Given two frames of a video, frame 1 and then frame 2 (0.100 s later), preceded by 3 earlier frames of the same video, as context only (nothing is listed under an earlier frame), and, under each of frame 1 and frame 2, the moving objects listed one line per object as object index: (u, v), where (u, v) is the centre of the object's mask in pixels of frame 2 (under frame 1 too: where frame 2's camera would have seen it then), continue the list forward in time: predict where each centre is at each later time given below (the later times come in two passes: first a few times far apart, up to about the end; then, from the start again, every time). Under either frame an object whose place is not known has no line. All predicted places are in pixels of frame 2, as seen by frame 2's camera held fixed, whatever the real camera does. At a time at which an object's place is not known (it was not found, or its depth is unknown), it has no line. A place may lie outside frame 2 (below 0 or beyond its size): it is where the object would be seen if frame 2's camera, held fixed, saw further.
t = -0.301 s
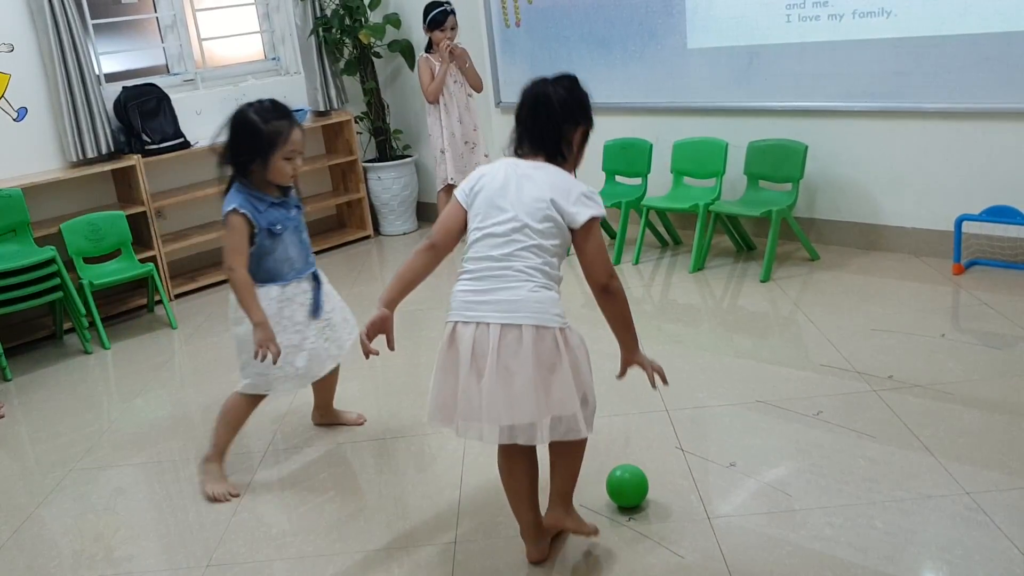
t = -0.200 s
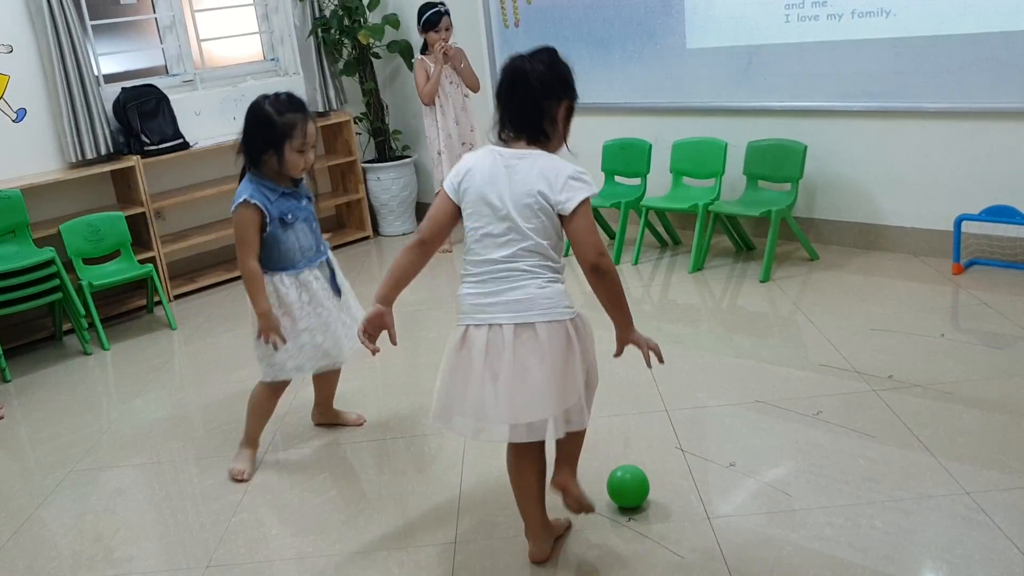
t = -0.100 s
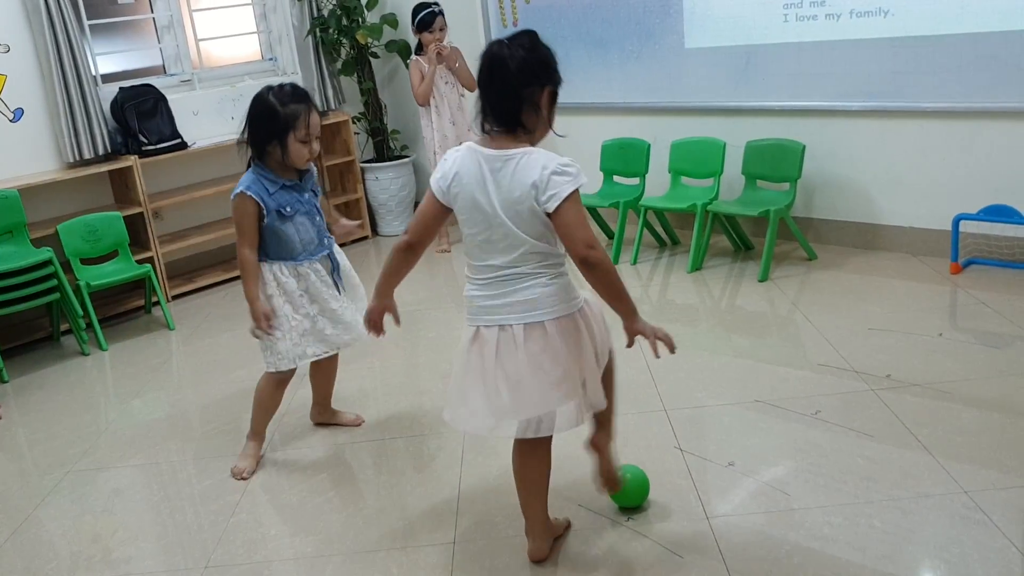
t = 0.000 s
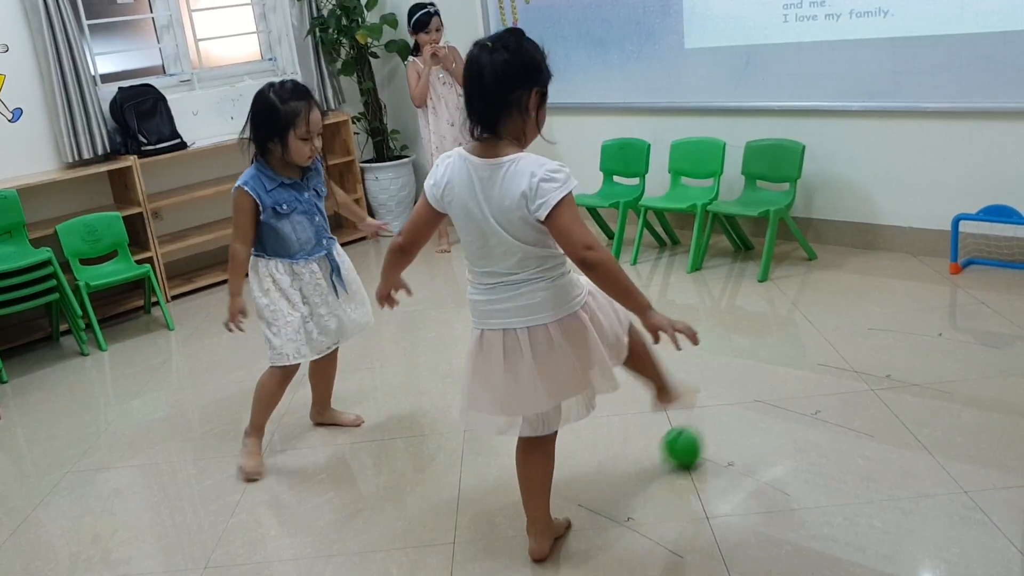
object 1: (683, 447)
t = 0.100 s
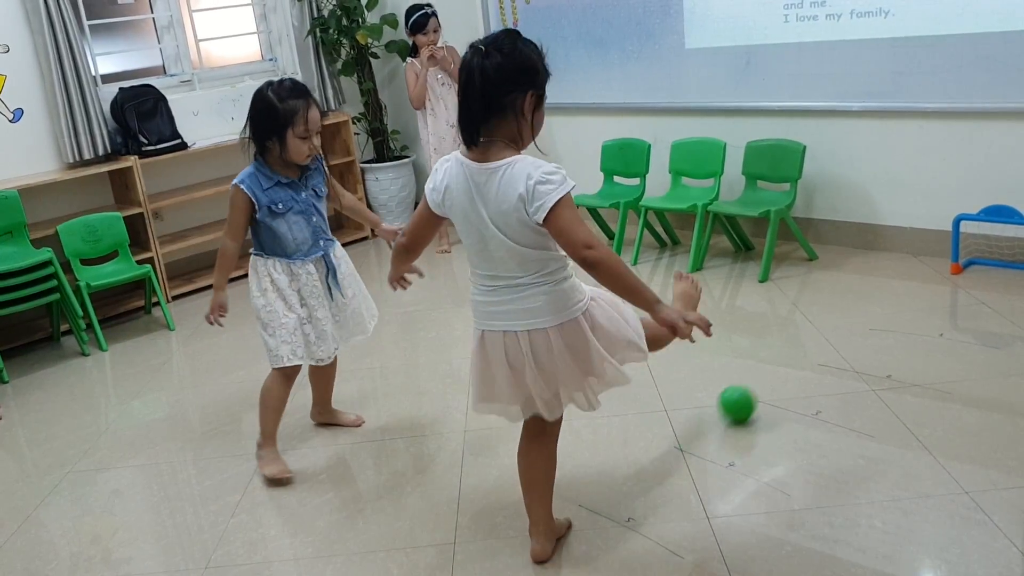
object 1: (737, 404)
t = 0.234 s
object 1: (795, 358)
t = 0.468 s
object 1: (877, 298)
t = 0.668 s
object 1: (927, 258)
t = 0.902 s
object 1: (893, 254)
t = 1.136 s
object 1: (858, 272)
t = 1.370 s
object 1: (833, 282)
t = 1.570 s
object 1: (815, 288)
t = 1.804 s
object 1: (791, 299)
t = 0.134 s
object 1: (752, 394)
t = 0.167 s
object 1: (766, 382)
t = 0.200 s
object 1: (781, 369)
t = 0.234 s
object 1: (795, 358)
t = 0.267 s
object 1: (808, 348)
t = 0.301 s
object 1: (822, 338)
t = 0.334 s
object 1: (834, 329)
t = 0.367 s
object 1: (845, 320)
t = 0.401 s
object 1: (856, 312)
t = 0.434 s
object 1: (867, 304)
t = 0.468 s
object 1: (877, 298)
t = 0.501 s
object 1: (886, 290)
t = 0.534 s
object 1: (895, 283)
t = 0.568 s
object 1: (904, 277)
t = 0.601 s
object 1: (912, 269)
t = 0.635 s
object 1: (919, 264)
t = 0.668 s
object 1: (927, 258)
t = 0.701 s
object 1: (935, 252)
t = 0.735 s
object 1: (934, 247)
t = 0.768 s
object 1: (926, 243)
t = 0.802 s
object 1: (918, 242)
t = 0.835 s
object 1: (910, 244)
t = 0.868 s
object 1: (902, 247)
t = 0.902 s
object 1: (893, 254)
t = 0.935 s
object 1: (885, 264)
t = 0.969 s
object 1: (879, 272)
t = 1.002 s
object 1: (874, 266)
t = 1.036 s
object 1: (870, 264)
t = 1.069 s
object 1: (866, 264)
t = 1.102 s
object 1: (862, 267)
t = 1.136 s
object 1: (858, 272)
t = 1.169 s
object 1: (854, 280)
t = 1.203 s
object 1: (850, 276)
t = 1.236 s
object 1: (846, 274)
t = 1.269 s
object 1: (843, 275)
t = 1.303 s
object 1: (840, 278)
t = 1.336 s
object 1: (836, 284)
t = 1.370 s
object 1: (833, 282)
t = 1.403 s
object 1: (830, 281)
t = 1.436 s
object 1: (827, 282)
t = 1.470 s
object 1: (824, 287)
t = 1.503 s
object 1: (821, 288)
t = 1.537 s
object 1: (818, 287)
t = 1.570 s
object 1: (815, 288)
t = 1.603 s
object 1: (812, 292)
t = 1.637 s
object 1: (809, 292)
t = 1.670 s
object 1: (805, 292)
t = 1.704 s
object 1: (802, 295)
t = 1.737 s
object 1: (798, 296)
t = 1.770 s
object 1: (794, 297)
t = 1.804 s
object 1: (791, 299)
